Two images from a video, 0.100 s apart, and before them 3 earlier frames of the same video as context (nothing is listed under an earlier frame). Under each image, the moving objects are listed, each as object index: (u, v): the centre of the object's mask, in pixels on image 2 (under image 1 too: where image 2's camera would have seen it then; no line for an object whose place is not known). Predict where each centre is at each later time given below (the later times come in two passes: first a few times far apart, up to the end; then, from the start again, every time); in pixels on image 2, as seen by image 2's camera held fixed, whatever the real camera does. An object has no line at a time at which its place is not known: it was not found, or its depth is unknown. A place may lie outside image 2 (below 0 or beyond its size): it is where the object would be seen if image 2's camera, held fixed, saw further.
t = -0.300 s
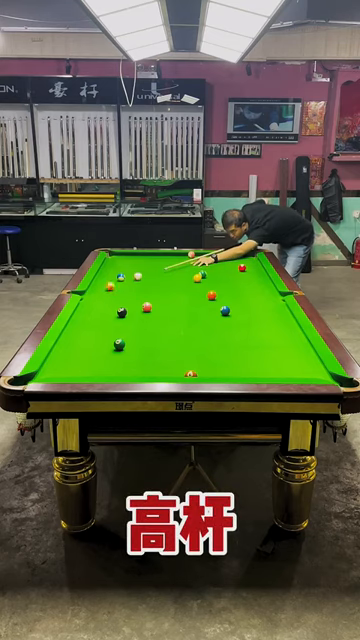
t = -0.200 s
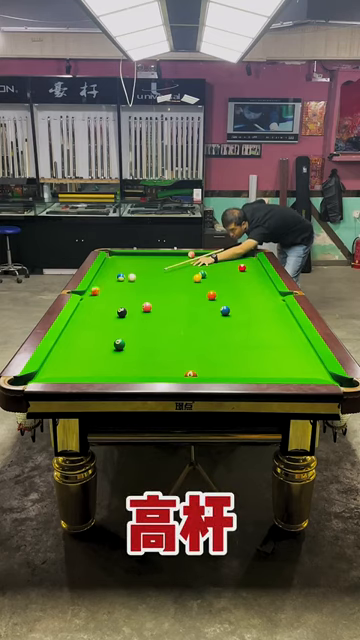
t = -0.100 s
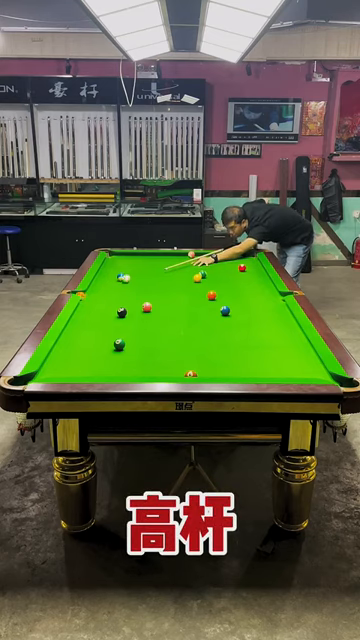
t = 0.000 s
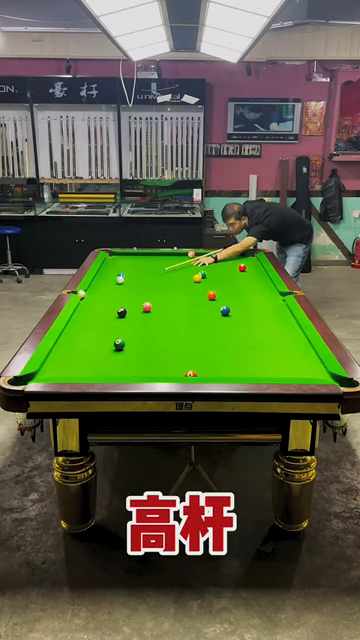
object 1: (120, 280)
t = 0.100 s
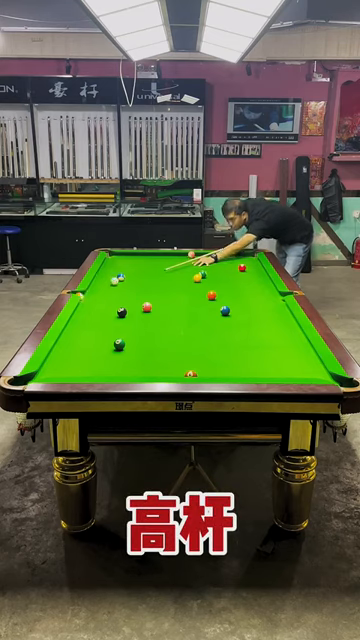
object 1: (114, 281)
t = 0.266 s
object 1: (104, 283)
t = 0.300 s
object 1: (102, 283)
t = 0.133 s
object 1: (112, 282)
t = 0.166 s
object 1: (110, 282)
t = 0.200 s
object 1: (108, 282)
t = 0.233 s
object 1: (106, 283)
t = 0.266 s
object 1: (104, 283)
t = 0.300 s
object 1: (102, 283)
